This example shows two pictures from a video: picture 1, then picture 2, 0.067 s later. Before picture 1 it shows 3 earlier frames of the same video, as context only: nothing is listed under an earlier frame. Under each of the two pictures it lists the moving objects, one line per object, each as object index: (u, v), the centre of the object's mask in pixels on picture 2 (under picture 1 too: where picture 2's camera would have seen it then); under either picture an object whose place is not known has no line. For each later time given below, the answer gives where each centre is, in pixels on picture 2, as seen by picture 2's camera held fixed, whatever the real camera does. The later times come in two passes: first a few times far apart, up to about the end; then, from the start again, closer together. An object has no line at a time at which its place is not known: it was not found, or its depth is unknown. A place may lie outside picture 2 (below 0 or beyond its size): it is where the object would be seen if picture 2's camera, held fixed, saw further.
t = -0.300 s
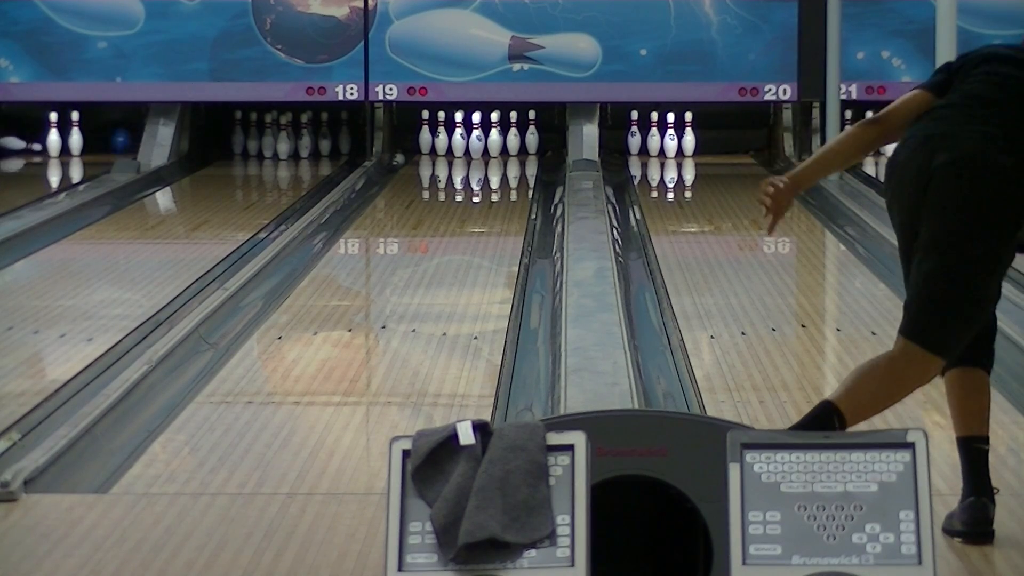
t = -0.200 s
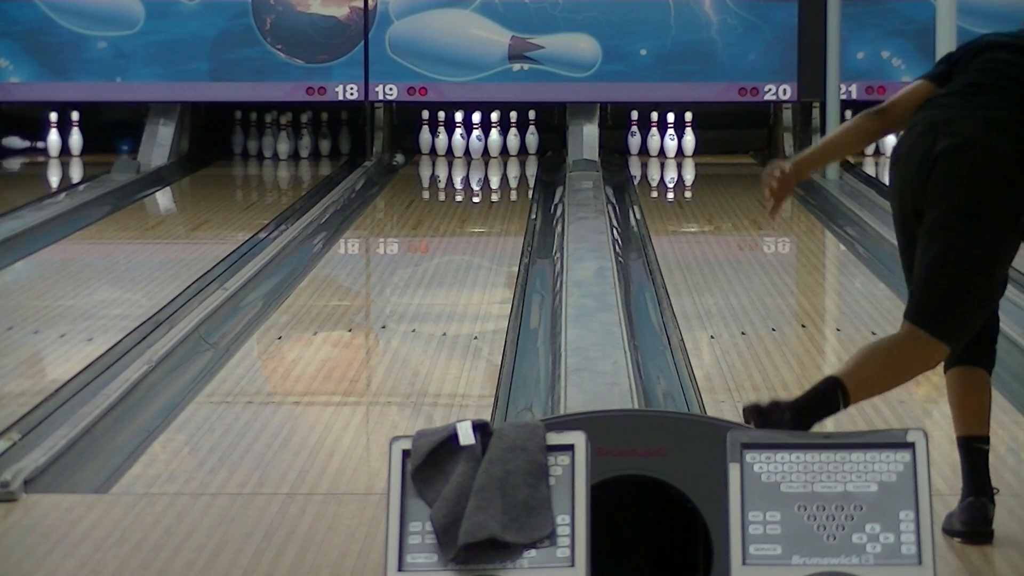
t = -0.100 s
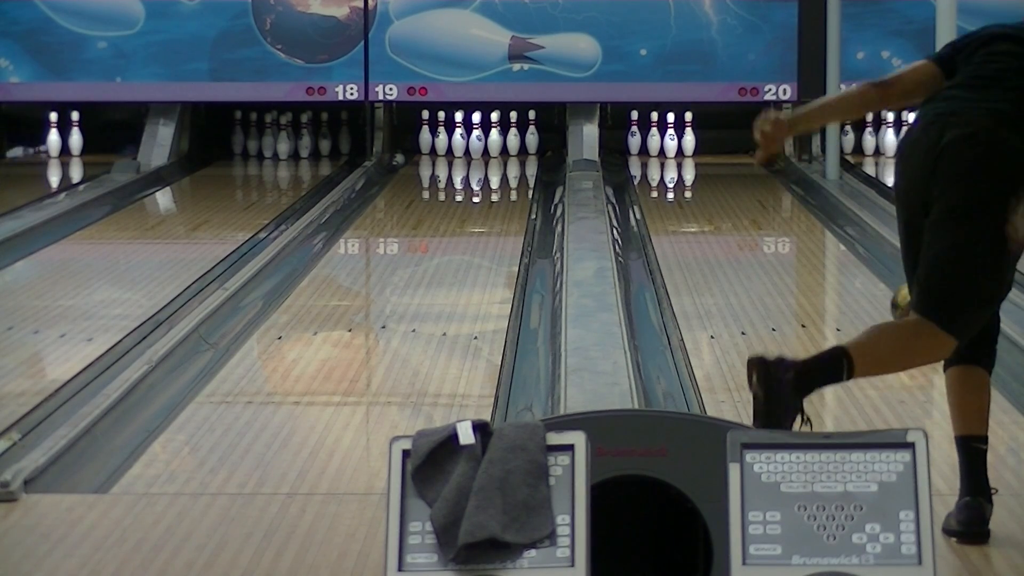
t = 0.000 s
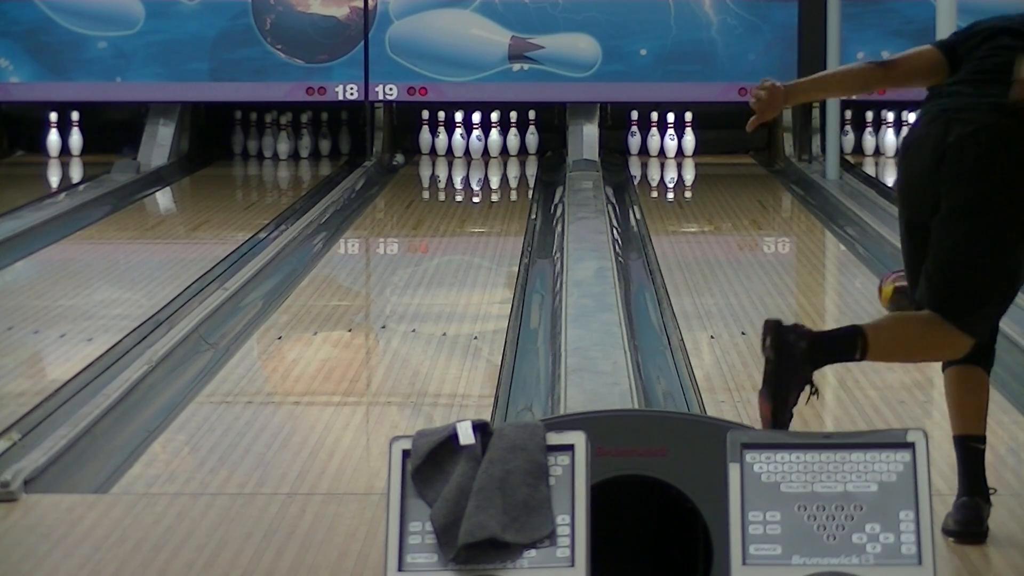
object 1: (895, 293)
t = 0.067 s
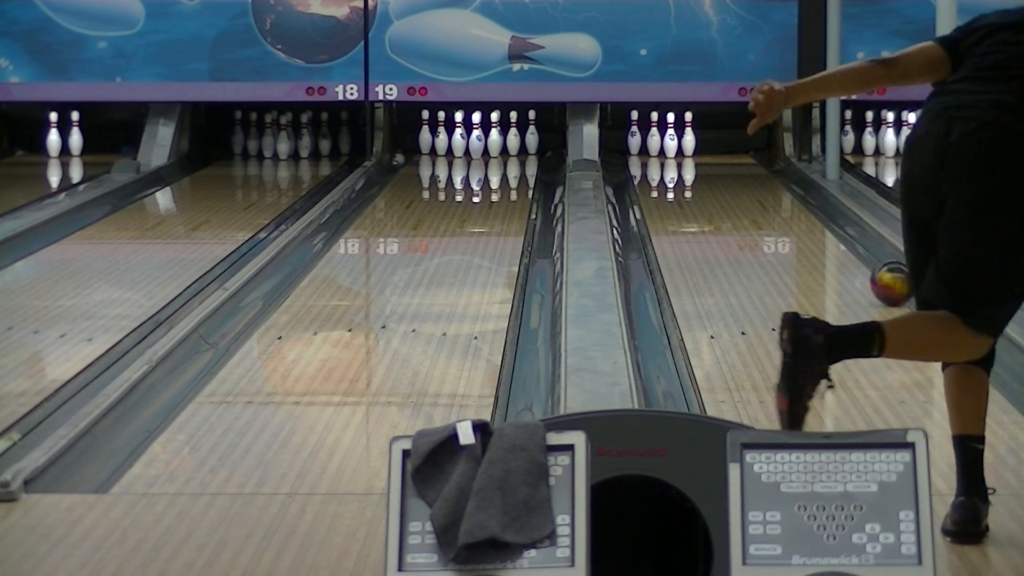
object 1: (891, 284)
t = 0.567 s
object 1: (835, 226)
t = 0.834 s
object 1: (805, 206)
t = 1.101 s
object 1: (778, 188)
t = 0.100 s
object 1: (889, 278)
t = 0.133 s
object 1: (885, 273)
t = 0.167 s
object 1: (881, 269)
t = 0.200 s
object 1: (877, 265)
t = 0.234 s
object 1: (874, 261)
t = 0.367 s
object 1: (858, 245)
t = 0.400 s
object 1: (854, 242)
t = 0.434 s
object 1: (851, 239)
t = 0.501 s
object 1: (843, 232)
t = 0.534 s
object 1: (839, 230)
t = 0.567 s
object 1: (835, 226)
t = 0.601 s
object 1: (832, 224)
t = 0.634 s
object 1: (828, 220)
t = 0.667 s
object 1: (824, 218)
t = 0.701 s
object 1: (820, 216)
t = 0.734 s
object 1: (816, 212)
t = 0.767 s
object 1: (813, 210)
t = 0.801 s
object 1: (809, 207)
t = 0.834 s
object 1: (805, 206)
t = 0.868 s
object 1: (802, 202)
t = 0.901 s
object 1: (797, 202)
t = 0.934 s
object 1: (795, 198)
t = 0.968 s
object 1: (792, 197)
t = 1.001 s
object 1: (787, 195)
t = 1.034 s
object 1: (784, 193)
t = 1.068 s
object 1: (781, 189)
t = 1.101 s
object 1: (778, 188)
